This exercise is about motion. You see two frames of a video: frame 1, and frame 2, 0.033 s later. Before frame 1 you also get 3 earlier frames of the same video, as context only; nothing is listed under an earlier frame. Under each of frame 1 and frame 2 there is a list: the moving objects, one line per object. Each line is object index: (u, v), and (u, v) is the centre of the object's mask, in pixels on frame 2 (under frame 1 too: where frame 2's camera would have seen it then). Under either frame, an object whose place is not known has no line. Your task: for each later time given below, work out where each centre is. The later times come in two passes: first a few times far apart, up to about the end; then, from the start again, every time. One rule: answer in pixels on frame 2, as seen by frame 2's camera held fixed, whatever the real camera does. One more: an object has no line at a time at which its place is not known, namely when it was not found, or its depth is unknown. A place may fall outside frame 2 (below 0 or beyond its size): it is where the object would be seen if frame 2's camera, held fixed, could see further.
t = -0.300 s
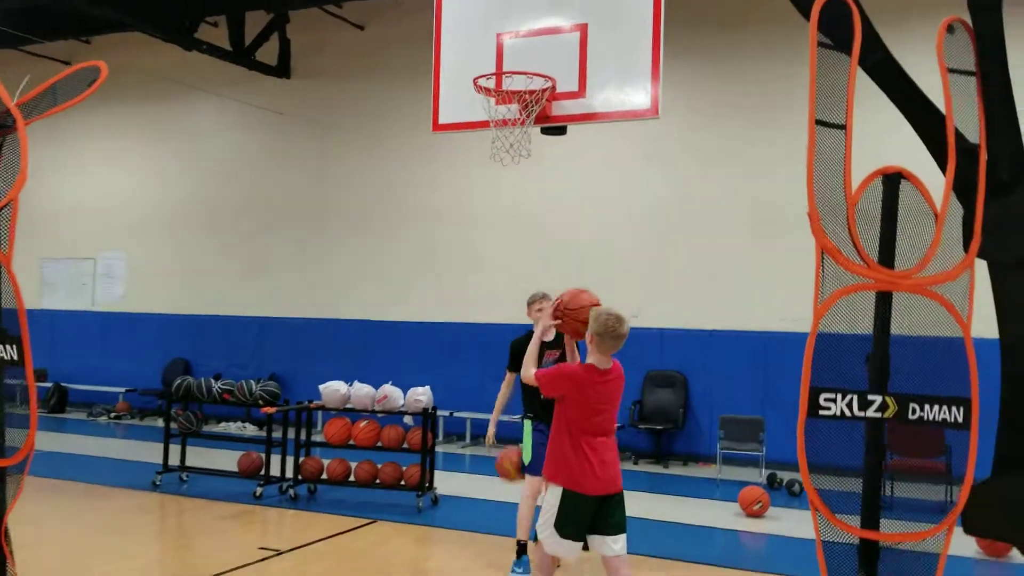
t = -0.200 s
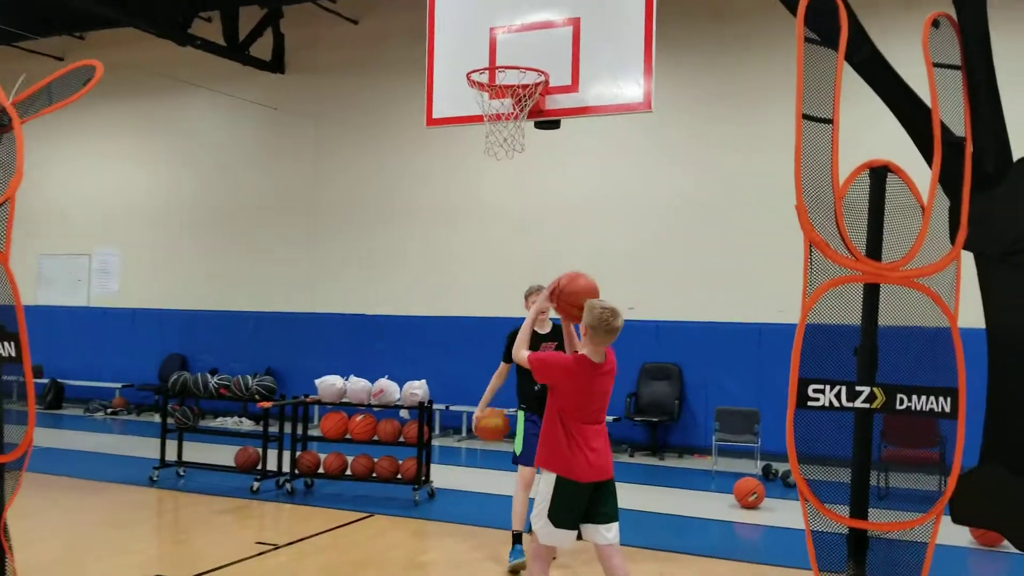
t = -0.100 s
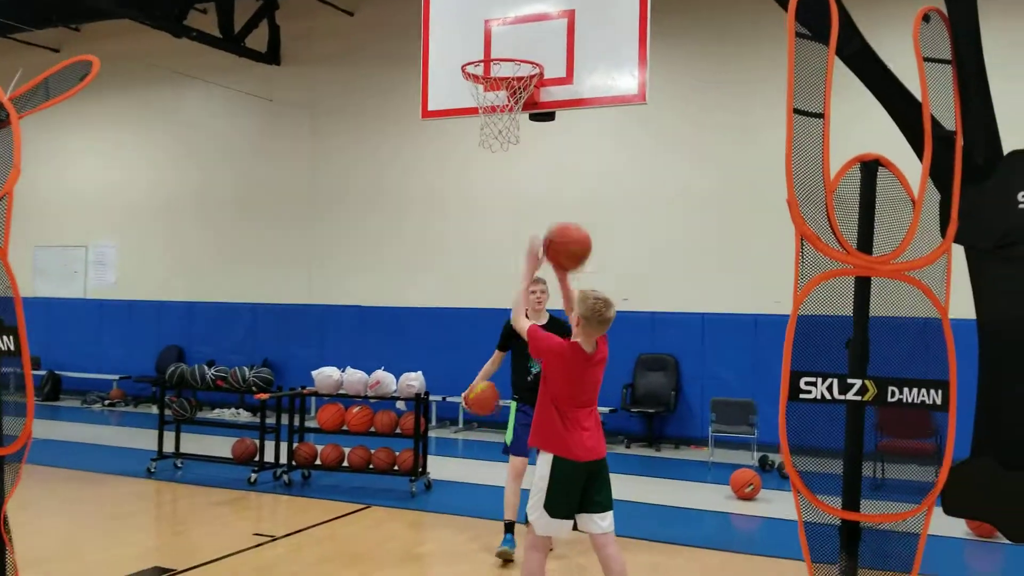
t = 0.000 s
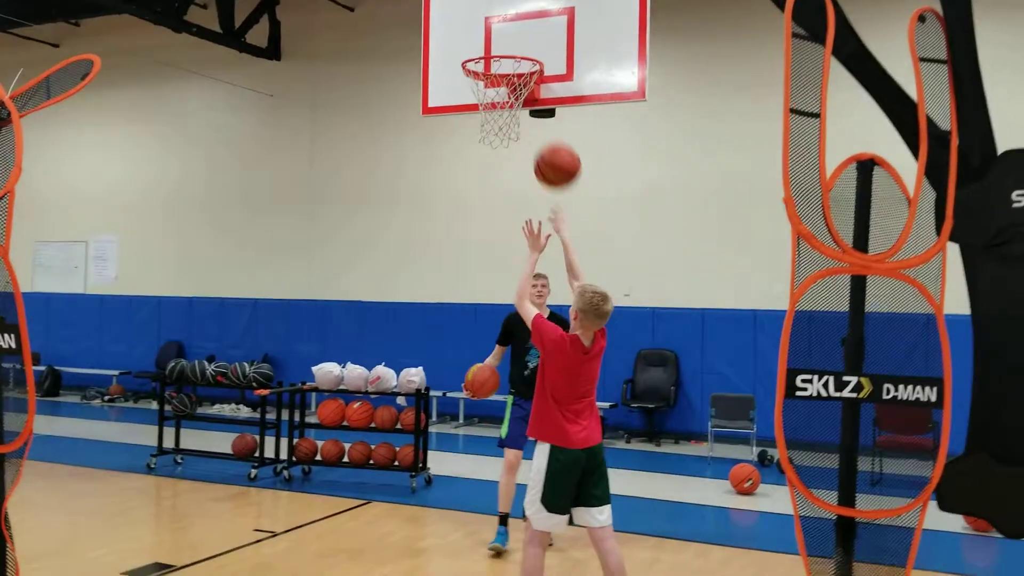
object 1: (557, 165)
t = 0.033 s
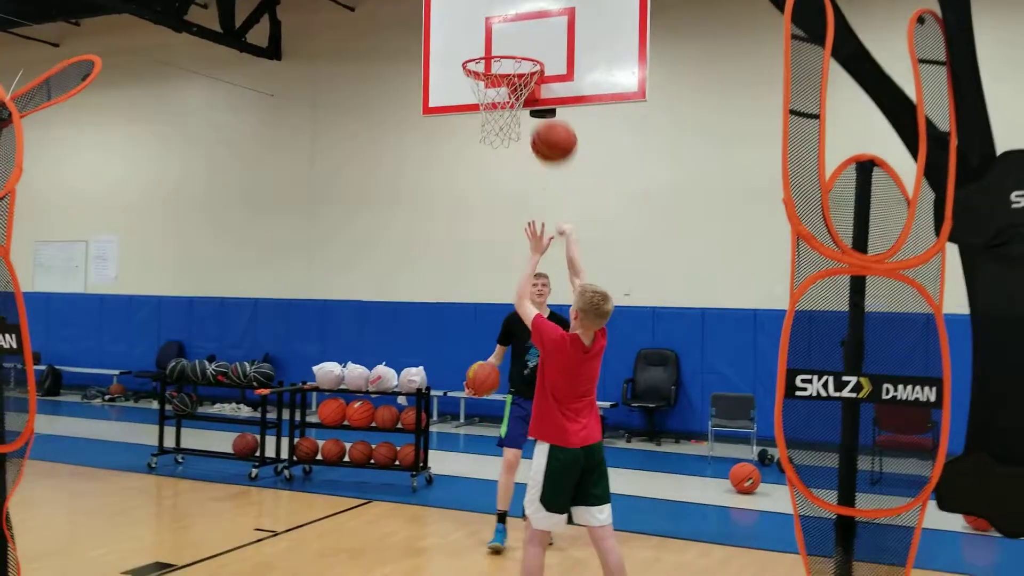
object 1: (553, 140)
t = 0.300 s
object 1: (524, 30)
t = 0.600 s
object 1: (494, 58)
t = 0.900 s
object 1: (498, 56)
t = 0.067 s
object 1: (550, 119)
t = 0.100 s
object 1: (547, 99)
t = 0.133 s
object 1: (543, 82)
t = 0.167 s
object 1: (539, 67)
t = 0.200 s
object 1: (535, 55)
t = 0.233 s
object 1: (531, 44)
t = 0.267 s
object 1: (528, 36)
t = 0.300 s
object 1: (524, 30)
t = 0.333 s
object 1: (520, 26)
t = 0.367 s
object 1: (517, 24)
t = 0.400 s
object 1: (514, 23)
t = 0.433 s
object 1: (510, 24)
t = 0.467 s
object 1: (507, 28)
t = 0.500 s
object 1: (504, 33)
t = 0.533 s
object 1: (500, 38)
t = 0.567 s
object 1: (498, 46)
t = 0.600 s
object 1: (494, 58)
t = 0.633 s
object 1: (497, 56)
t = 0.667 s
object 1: (502, 53)
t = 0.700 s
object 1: (507, 51)
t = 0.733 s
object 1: (510, 52)
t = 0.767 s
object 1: (512, 52)
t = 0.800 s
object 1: (509, 49)
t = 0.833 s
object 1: (505, 50)
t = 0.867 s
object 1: (502, 51)
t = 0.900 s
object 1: (498, 56)
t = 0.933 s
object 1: (495, 60)
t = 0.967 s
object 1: (494, 62)
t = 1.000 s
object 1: (497, 62)
